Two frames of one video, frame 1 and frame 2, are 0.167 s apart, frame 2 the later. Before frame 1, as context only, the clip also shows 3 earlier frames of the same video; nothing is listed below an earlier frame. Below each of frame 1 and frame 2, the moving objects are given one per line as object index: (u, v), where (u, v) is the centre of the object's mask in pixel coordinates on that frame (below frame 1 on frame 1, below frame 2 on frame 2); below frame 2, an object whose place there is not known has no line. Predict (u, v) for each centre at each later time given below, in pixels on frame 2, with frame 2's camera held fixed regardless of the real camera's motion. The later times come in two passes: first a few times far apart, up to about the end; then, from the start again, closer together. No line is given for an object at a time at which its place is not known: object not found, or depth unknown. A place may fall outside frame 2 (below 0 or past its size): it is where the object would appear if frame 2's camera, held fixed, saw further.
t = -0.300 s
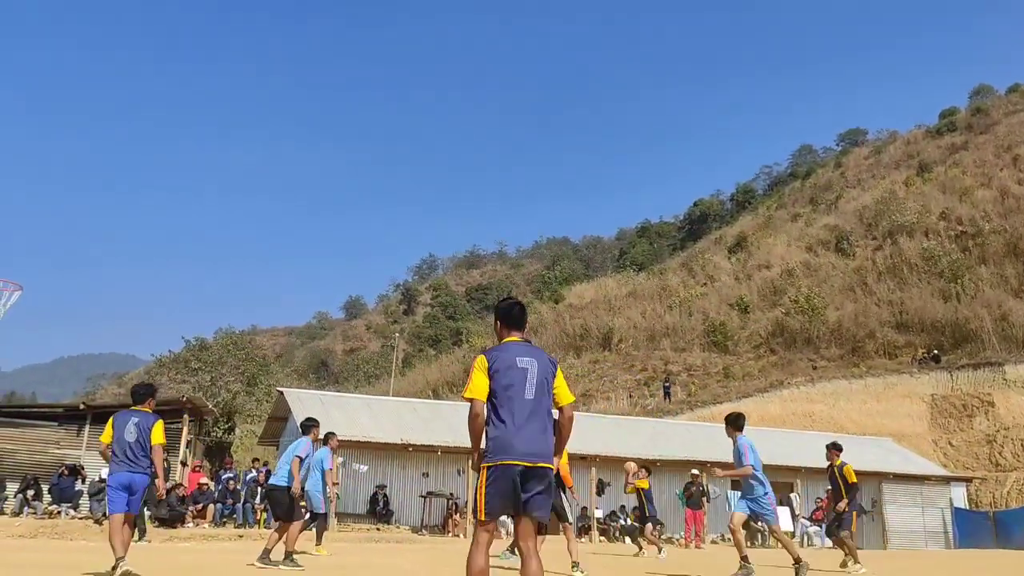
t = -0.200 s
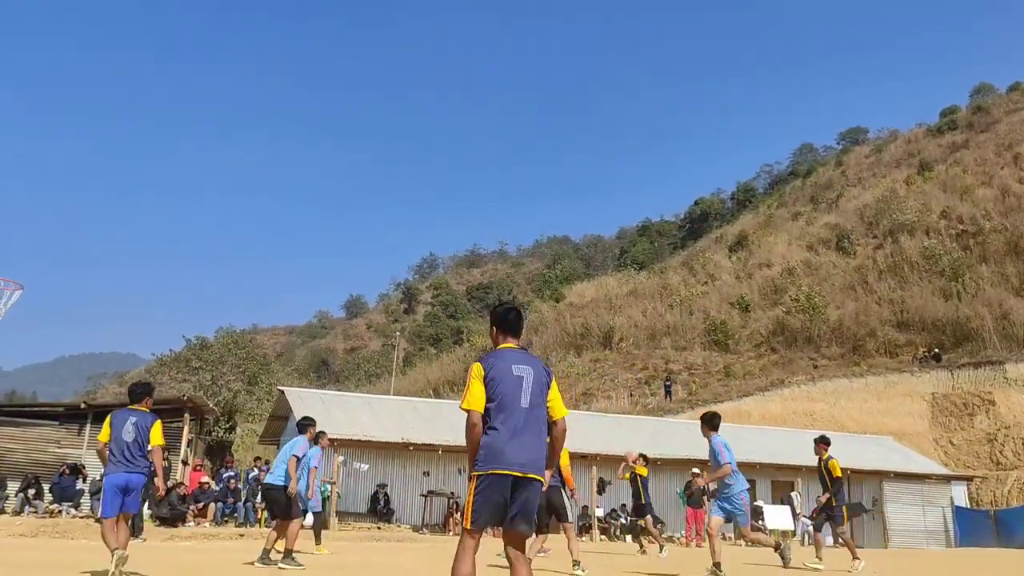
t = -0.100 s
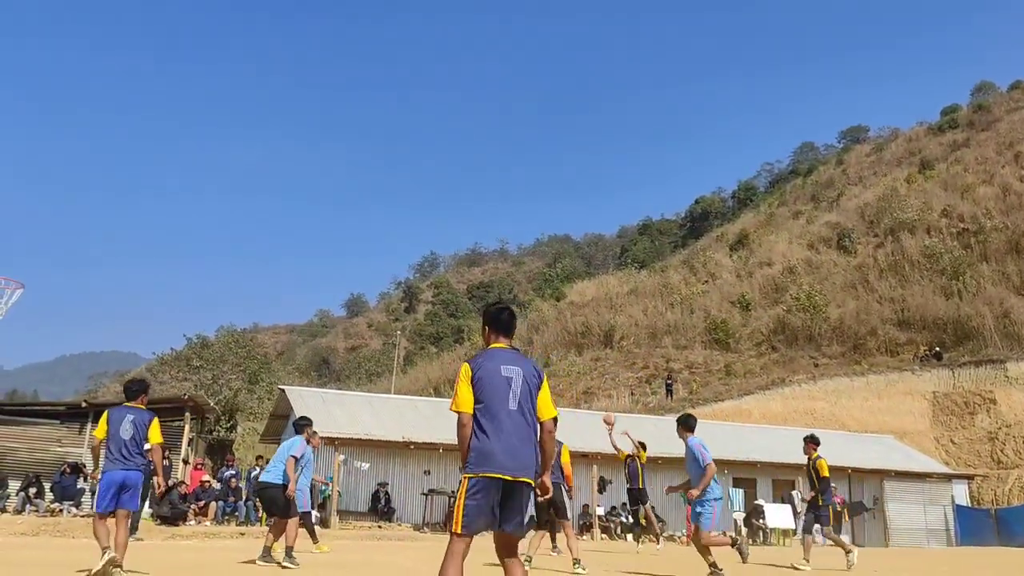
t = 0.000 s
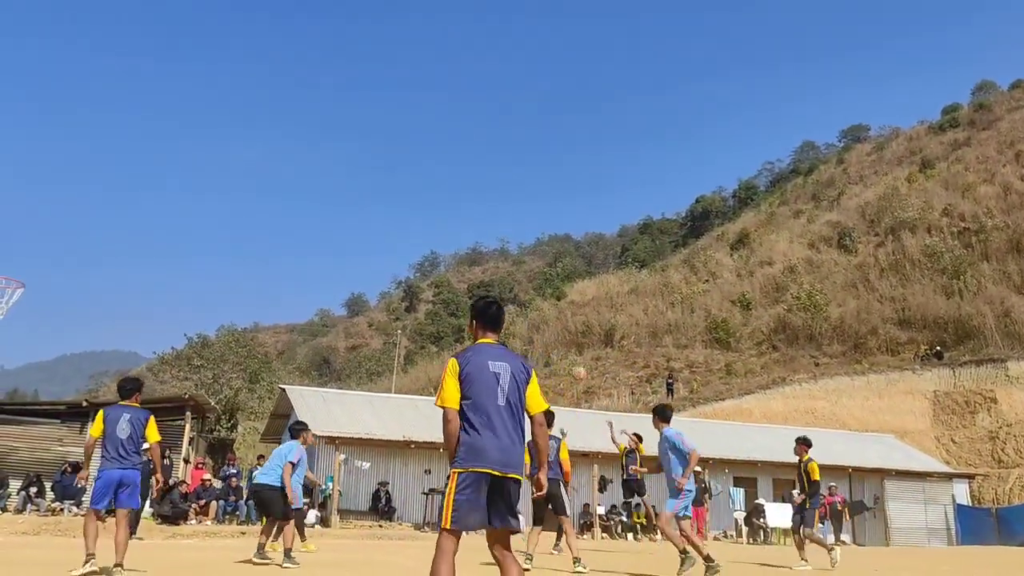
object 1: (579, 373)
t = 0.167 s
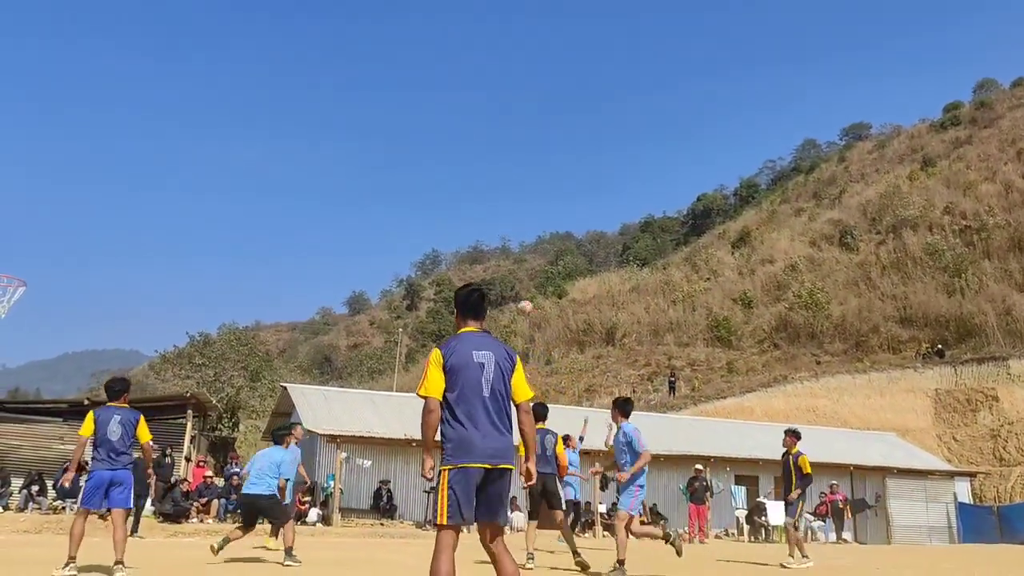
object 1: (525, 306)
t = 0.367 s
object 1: (451, 245)
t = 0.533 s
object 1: (382, 207)
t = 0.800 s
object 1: (252, 178)
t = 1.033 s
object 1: (109, 192)
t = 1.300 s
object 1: (17, 267)
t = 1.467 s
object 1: (93, 304)
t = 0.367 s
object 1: (451, 245)
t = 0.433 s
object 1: (425, 228)
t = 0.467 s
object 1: (411, 221)
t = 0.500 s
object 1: (397, 214)
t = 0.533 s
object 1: (382, 207)
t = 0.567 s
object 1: (367, 201)
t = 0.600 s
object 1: (352, 196)
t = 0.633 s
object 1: (337, 191)
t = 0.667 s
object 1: (321, 187)
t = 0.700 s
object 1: (305, 183)
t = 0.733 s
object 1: (287, 181)
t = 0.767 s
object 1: (270, 179)
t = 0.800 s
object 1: (252, 178)
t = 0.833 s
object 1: (233, 177)
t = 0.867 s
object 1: (215, 177)
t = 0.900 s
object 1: (195, 179)
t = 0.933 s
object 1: (175, 180)
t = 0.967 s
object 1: (153, 183)
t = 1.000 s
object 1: (132, 187)
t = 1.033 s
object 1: (109, 192)
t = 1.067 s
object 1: (85, 198)
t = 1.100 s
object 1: (61, 205)
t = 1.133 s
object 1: (35, 214)
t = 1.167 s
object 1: (9, 223)
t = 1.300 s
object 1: (17, 267)
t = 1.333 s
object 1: (32, 273)
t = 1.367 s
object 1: (48, 279)
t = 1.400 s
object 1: (63, 286)
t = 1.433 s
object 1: (78, 294)
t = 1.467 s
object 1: (93, 304)
